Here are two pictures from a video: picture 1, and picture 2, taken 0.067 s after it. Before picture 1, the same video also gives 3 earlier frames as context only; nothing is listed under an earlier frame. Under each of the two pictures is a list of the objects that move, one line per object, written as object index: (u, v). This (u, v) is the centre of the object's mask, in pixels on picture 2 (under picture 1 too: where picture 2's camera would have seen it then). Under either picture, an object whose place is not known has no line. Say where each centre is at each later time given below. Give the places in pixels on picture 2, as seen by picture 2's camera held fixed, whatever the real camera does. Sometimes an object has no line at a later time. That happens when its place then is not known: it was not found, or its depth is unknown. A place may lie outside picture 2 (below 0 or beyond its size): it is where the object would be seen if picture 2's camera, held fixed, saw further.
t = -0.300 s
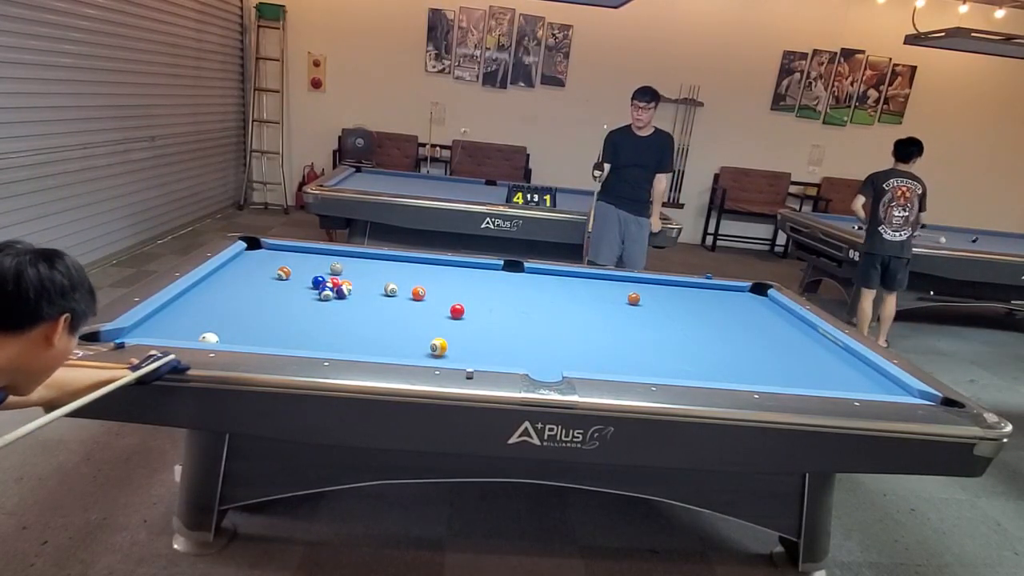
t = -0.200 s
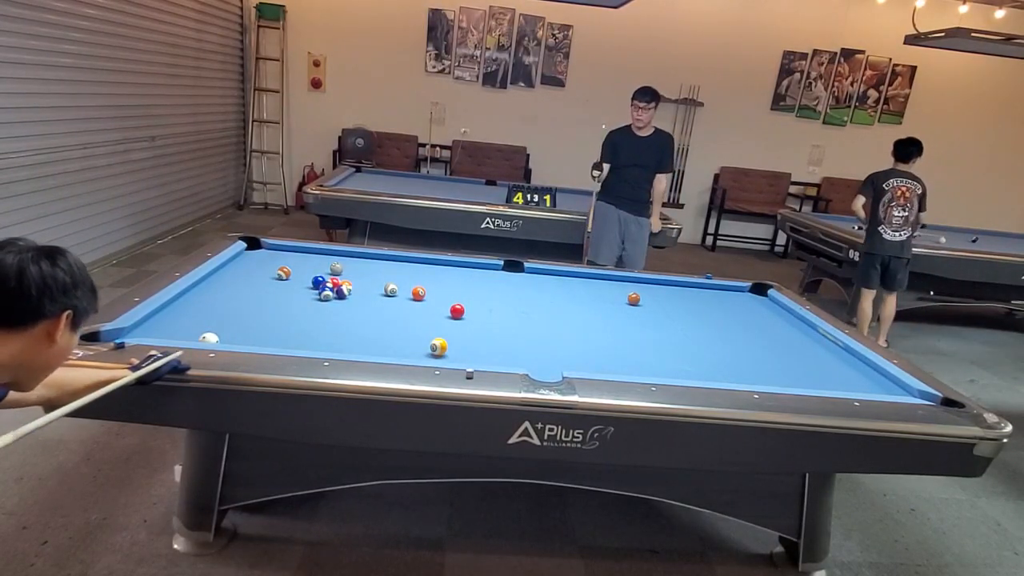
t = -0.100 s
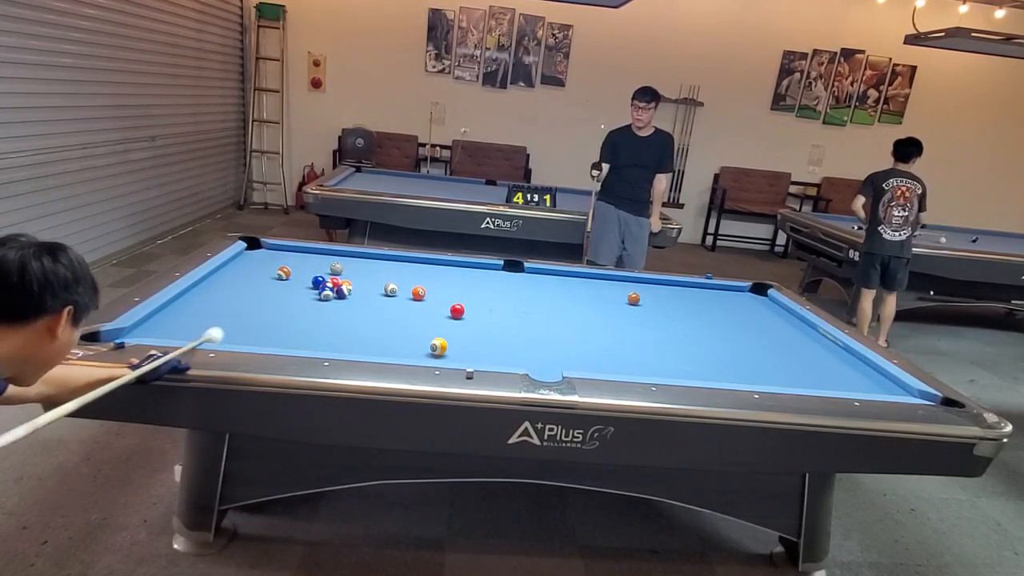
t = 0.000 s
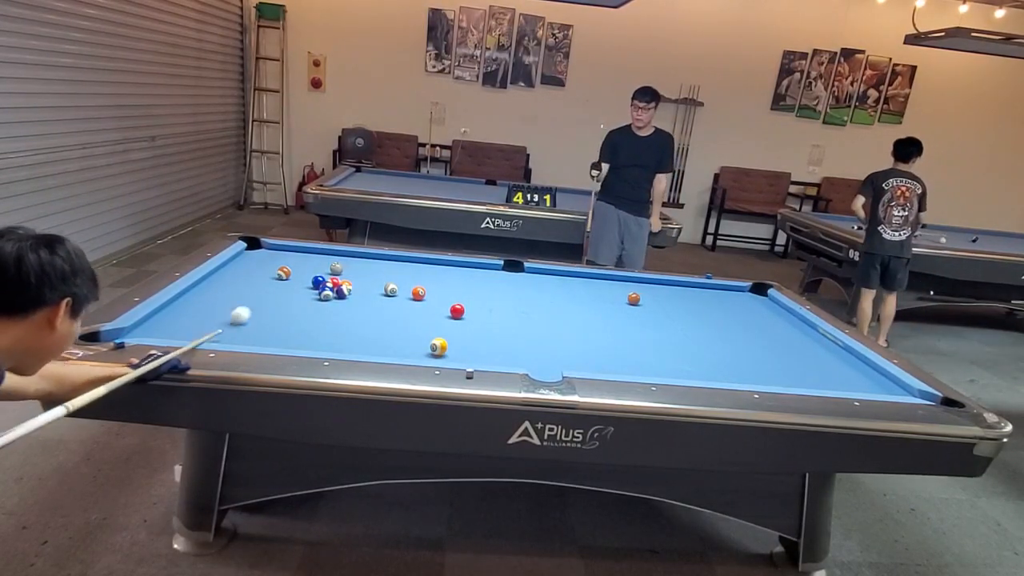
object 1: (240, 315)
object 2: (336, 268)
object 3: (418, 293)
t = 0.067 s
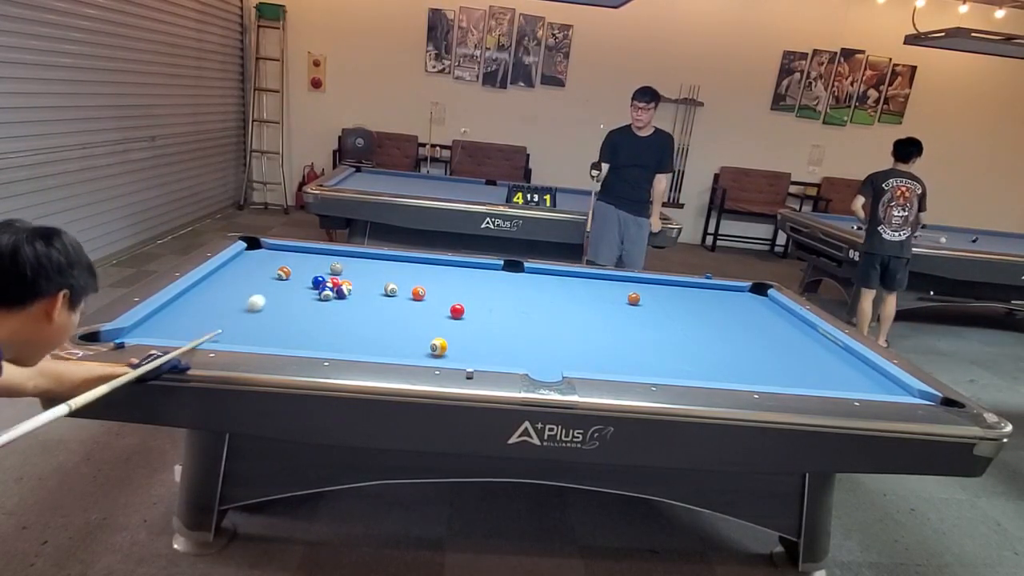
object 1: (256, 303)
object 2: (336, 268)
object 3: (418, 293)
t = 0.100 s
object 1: (263, 297)
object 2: (336, 268)
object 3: (418, 293)
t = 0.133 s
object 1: (269, 292)
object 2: (336, 268)
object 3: (418, 293)
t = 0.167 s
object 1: (276, 286)
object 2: (336, 268)
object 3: (418, 293)
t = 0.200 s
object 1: (281, 281)
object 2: (336, 268)
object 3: (418, 293)
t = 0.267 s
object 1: (296, 276)
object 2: (336, 268)
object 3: (418, 293)
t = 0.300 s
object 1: (305, 275)
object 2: (336, 268)
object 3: (418, 293)
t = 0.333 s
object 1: (314, 272)
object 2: (336, 268)
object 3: (418, 293)
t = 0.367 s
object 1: (322, 271)
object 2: (336, 268)
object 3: (418, 293)
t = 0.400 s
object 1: (329, 270)
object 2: (338, 267)
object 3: (418, 293)
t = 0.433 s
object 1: (332, 270)
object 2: (342, 266)
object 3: (418, 293)
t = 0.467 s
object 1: (334, 270)
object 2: (346, 265)
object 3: (418, 292)
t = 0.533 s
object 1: (340, 271)
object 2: (353, 262)
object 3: (418, 293)
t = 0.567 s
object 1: (343, 271)
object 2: (356, 261)
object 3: (418, 293)
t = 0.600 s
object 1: (347, 271)
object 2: (359, 260)
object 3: (418, 293)
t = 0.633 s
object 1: (350, 271)
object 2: (362, 259)
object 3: (418, 293)
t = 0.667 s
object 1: (353, 271)
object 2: (365, 258)
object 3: (418, 293)
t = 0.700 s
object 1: (356, 271)
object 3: (418, 293)
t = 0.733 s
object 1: (359, 271)
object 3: (418, 293)
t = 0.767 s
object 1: (362, 271)
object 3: (418, 293)
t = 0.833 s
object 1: (368, 271)
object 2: (373, 258)
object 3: (418, 293)
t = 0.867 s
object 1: (371, 271)
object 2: (374, 258)
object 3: (418, 293)
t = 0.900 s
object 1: (374, 271)
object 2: (375, 258)
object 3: (418, 293)
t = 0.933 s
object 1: (377, 270)
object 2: (376, 259)
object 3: (418, 293)
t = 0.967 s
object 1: (380, 271)
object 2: (377, 259)
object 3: (418, 293)
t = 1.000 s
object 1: (383, 270)
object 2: (377, 260)
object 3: (418, 293)
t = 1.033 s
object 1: (385, 270)
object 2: (378, 261)
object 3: (418, 293)
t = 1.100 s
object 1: (391, 270)
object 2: (379, 263)
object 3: (418, 293)
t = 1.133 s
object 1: (393, 270)
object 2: (380, 264)
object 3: (418, 293)
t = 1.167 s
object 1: (396, 270)
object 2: (381, 265)
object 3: (418, 293)
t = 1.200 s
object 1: (399, 270)
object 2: (381, 265)
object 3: (418, 293)
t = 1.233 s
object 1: (401, 270)
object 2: (382, 267)
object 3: (418, 293)
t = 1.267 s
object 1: (404, 270)
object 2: (383, 267)
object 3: (418, 293)
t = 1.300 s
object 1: (406, 270)
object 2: (384, 268)
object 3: (418, 293)
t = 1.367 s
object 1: (412, 270)
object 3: (418, 293)
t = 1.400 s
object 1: (414, 270)
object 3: (418, 293)
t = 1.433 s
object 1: (417, 270)
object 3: (418, 293)
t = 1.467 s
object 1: (419, 269)
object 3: (418, 293)
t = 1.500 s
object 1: (421, 270)
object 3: (418, 293)
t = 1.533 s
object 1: (424, 270)
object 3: (418, 293)
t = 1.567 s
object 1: (426, 270)
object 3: (418, 293)
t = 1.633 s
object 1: (431, 269)
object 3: (418, 293)
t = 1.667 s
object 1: (433, 269)
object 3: (418, 293)
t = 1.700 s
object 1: (435, 269)
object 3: (418, 293)
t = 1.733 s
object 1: (438, 269)
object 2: (394, 277)
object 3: (418, 293)
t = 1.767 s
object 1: (440, 269)
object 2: (395, 277)
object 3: (418, 293)
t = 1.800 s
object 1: (442, 269)
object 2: (396, 278)
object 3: (418, 293)
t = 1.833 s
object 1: (444, 269)
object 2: (397, 278)
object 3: (418, 293)
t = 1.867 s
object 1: (446, 269)
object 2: (397, 279)
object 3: (418, 293)
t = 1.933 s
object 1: (450, 269)
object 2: (399, 281)
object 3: (418, 293)
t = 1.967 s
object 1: (452, 269)
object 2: (400, 282)
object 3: (418, 293)
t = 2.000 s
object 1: (454, 269)
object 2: (401, 283)
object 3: (418, 293)
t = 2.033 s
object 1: (456, 269)
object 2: (401, 284)
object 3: (418, 293)
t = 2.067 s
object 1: (458, 268)
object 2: (402, 284)
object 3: (418, 293)
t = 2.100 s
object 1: (460, 268)
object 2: (403, 285)
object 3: (418, 293)
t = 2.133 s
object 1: (462, 268)
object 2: (403, 286)
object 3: (418, 293)
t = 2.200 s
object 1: (466, 268)
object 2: (404, 288)
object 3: (418, 293)
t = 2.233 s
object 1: (467, 268)
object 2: (405, 289)
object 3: (418, 293)
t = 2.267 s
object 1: (469, 268)
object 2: (405, 290)
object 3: (418, 293)
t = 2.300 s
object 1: (471, 268)
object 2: (405, 290)
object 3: (418, 293)
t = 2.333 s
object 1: (473, 268)
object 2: (405, 290)
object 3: (420, 293)
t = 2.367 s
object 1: (474, 268)
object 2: (405, 291)
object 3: (421, 294)
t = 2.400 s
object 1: (477, 268)
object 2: (404, 292)
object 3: (421, 294)
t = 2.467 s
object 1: (480, 268)
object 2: (404, 293)
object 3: (423, 294)
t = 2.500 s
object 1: (482, 268)
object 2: (403, 293)
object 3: (424, 294)
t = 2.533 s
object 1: (483, 268)
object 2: (403, 294)
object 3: (425, 295)
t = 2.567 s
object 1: (485, 268)
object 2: (403, 294)
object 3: (426, 295)
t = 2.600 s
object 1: (487, 268)
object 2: (403, 294)
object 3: (427, 295)
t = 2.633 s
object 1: (488, 268)
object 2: (403, 295)
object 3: (427, 295)
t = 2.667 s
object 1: (490, 268)
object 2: (402, 295)
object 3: (428, 295)
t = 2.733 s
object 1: (493, 268)
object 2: (401, 295)
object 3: (430, 296)
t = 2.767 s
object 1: (494, 268)
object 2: (401, 296)
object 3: (431, 297)
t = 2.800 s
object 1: (496, 268)
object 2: (401, 296)
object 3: (431, 296)
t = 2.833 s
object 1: (498, 267)
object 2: (400, 296)
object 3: (432, 297)
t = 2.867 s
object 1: (499, 267)
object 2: (400, 297)
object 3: (432, 297)
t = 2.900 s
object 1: (500, 267)
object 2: (400, 297)
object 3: (433, 297)
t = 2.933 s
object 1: (501, 267)
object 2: (400, 297)
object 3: (434, 297)
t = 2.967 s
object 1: (502, 268)
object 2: (399, 298)
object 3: (434, 297)
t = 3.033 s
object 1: (505, 268)
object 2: (399, 298)
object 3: (435, 298)
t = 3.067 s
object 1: (506, 268)
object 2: (398, 299)
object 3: (436, 298)
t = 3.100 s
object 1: (507, 268)
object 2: (398, 300)
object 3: (436, 298)
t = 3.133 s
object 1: (508, 269)
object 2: (398, 299)
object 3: (437, 298)
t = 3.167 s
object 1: (509, 269)
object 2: (398, 300)
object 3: (437, 298)
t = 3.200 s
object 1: (510, 269)
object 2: (397, 300)
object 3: (438, 299)
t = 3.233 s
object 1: (511, 269)
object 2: (397, 300)
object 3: (438, 299)
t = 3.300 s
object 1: (513, 269)
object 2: (397, 300)
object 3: (439, 299)
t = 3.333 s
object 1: (514, 269)
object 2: (396, 301)
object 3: (440, 299)
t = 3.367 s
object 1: (515, 269)
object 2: (396, 301)
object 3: (440, 299)
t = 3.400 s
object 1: (516, 270)
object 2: (396, 302)
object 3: (440, 299)
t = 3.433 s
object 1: (517, 270)
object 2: (396, 302)
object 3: (441, 299)
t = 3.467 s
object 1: (518, 270)
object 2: (396, 302)
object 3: (441, 299)
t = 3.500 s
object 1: (518, 270)
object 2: (395, 302)
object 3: (441, 299)
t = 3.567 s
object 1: (520, 270)
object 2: (395, 303)
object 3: (442, 300)
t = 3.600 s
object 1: (521, 270)
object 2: (395, 303)
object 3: (442, 300)
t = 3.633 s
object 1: (522, 271)
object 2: (395, 303)
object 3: (442, 300)
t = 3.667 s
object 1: (522, 271)
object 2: (394, 304)
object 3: (443, 300)
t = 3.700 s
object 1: (523, 271)
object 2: (394, 304)
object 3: (443, 300)
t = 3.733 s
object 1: (524, 271)
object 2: (394, 304)
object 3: (443, 300)
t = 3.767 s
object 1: (525, 271)
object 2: (394, 304)
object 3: (443, 300)
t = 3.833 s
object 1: (526, 271)
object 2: (394, 305)
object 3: (443, 301)
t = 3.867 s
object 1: (527, 271)
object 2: (394, 305)
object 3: (443, 300)
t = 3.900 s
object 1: (527, 271)
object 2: (393, 306)
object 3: (444, 300)
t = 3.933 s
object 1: (528, 271)
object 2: (393, 305)
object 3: (444, 300)
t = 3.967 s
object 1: (529, 271)
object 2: (393, 305)
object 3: (444, 301)
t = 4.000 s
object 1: (529, 271)
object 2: (393, 306)
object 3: (444, 301)
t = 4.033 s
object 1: (530, 271)
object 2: (393, 306)
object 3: (444, 301)
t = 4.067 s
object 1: (531, 271)
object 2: (393, 306)
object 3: (444, 301)
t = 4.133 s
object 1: (532, 272)
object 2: (393, 306)
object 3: (444, 301)
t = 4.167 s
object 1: (532, 272)
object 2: (393, 306)
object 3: (444, 301)
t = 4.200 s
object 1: (533, 272)
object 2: (393, 306)
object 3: (444, 301)
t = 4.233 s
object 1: (533, 272)
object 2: (393, 307)
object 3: (444, 301)
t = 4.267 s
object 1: (534, 272)
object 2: (393, 307)
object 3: (444, 301)
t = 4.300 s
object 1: (534, 272)
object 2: (393, 307)
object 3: (444, 301)
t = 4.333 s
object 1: (535, 272)
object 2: (393, 307)
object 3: (444, 301)
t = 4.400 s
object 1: (536, 272)
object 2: (393, 307)
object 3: (444, 301)
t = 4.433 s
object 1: (536, 272)
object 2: (393, 307)
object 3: (444, 301)
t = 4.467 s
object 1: (536, 272)
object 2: (393, 307)
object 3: (444, 301)
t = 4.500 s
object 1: (537, 272)
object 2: (393, 308)
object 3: (444, 301)
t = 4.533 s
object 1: (537, 272)
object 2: (393, 308)
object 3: (444, 301)
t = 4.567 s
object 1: (538, 272)
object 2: (393, 308)
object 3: (444, 301)
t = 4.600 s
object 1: (538, 272)
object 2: (393, 308)
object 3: (444, 301)
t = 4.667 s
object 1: (539, 272)
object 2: (394, 309)
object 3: (444, 301)
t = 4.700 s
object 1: (539, 273)
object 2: (394, 308)
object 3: (444, 301)
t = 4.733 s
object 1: (539, 273)
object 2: (394, 308)
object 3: (444, 301)
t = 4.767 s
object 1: (539, 273)
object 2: (394, 308)
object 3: (444, 301)
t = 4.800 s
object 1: (539, 273)
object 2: (394, 308)
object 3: (444, 301)
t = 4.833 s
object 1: (540, 273)
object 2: (394, 308)
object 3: (444, 301)
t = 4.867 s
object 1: (540, 273)
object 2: (394, 308)
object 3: (444, 301)
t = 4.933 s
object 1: (540, 273)
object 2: (394, 308)
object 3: (444, 301)
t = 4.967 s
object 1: (540, 273)
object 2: (394, 308)
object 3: (444, 301)
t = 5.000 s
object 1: (541, 273)
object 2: (394, 308)
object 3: (444, 301)
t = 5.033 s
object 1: (541, 273)
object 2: (394, 308)
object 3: (444, 301)
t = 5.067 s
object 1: (541, 273)
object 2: (394, 308)
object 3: (444, 301)
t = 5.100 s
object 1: (541, 273)
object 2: (394, 308)
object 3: (444, 301)
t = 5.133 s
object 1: (541, 273)
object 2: (394, 308)
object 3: (444, 301)
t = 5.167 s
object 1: (542, 273)
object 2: (394, 308)
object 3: (444, 301)
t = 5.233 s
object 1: (542, 273)
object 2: (394, 308)
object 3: (444, 301)
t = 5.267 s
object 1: (542, 273)
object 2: (394, 308)
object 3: (444, 301)
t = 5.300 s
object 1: (542, 273)
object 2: (394, 308)
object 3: (444, 301)
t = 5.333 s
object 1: (542, 273)
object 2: (394, 308)
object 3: (444, 301)
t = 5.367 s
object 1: (542, 273)
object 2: (394, 308)
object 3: (444, 301)
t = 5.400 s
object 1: (542, 273)
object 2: (394, 308)
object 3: (444, 301)
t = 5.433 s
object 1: (542, 273)
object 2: (394, 308)
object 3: (444, 301)
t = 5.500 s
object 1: (542, 273)
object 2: (394, 308)
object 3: (444, 301)
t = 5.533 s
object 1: (542, 273)
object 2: (394, 308)
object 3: (444, 301)
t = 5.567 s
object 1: (542, 273)
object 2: (394, 308)
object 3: (444, 301)
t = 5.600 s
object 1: (542, 273)
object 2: (394, 308)
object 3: (444, 301)
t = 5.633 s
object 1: (542, 273)
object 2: (394, 308)
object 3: (444, 301)
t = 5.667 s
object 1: (542, 272)
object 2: (394, 308)
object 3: (444, 301)
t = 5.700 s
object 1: (542, 273)
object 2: (394, 308)
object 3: (444, 301)
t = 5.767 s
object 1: (542, 273)
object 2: (394, 308)
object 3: (444, 301)
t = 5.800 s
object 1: (542, 273)
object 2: (394, 308)
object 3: (444, 301)
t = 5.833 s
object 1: (542, 272)
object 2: (394, 308)
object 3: (444, 301)
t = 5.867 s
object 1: (542, 272)
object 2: (394, 308)
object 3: (444, 301)
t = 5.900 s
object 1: (542, 272)
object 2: (394, 308)
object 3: (444, 301)
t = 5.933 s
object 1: (542, 273)
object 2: (394, 308)
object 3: (444, 301)
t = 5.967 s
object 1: (542, 273)
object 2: (394, 309)
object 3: (444, 301)
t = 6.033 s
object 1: (542, 273)
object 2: (394, 308)
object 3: (444, 301)
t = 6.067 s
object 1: (542, 273)
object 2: (394, 309)
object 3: (444, 301)
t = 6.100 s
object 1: (542, 273)
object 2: (394, 309)
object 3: (444, 301)
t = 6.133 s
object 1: (542, 272)
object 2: (394, 309)
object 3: (444, 301)
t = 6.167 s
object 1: (542, 273)
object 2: (394, 309)
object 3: (444, 301)
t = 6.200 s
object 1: (542, 273)
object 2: (394, 309)
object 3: (444, 301)
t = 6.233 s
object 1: (542, 272)
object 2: (394, 309)
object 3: (444, 301)
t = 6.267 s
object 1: (542, 273)
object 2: (394, 309)
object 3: (444, 301)
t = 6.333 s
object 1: (542, 273)
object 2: (394, 308)
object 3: (444, 301)
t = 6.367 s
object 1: (542, 273)
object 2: (394, 309)
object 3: (444, 301)
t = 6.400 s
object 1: (542, 273)
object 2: (394, 309)
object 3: (444, 301)
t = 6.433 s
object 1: (542, 273)
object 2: (394, 309)
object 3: (444, 301)
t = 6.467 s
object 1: (542, 273)
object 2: (394, 309)
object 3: (444, 301)
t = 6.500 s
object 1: (542, 273)
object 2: (394, 309)
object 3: (444, 301)
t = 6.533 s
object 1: (542, 273)
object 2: (394, 309)
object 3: (444, 301)
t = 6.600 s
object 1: (542, 273)
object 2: (394, 309)
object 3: (444, 301)
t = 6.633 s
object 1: (542, 272)
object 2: (394, 309)
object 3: (444, 301)
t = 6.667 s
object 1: (542, 273)
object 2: (394, 309)
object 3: (444, 301)
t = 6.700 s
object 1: (542, 272)
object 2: (394, 309)
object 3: (444, 301)
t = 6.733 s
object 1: (542, 272)
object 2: (394, 309)
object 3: (444, 301)
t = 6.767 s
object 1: (542, 273)
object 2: (394, 309)
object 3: (444, 301)
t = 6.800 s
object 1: (542, 272)
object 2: (394, 309)
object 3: (444, 301)
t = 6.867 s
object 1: (542, 273)
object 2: (394, 309)
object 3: (444, 301)
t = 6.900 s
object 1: (542, 272)
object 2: (394, 309)
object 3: (444, 301)
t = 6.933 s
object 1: (542, 272)
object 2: (394, 309)
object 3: (444, 301)
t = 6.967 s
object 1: (542, 273)
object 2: (394, 309)
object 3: (444, 301)
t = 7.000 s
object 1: (542, 272)
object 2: (394, 309)
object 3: (444, 301)
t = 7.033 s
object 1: (542, 272)
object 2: (394, 309)
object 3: (444, 301)
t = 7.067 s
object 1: (542, 272)
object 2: (394, 309)
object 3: (444, 301)
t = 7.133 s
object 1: (542, 273)
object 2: (394, 309)
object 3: (444, 301)
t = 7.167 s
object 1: (542, 273)
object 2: (394, 309)
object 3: (444, 301)
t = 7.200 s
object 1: (542, 272)
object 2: (394, 309)
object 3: (444, 301)
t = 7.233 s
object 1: (542, 273)
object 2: (394, 309)
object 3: (444, 301)
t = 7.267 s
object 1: (542, 273)
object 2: (394, 309)
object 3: (444, 301)
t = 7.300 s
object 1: (542, 273)
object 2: (394, 309)
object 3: (444, 301)
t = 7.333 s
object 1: (542, 273)
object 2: (394, 309)
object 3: (444, 301)
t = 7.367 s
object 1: (542, 272)
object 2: (394, 309)
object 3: (444, 301)
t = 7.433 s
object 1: (542, 273)
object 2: (394, 309)
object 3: (444, 301)
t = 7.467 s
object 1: (542, 272)
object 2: (394, 309)
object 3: (444, 301)
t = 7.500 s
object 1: (542, 272)
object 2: (394, 309)
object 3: (444, 301)
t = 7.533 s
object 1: (542, 273)
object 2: (394, 309)
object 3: (444, 301)
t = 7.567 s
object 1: (542, 273)
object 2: (394, 309)
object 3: (444, 301)
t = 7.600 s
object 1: (542, 273)
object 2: (394, 309)
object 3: (444, 301)
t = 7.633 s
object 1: (542, 273)
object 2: (394, 309)
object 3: (444, 301)
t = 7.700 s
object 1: (542, 272)
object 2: (394, 309)
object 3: (444, 301)
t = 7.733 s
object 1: (542, 272)
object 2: (394, 309)
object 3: (444, 301)
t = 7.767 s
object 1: (542, 273)
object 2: (394, 309)
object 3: (444, 301)
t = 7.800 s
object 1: (542, 272)
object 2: (394, 309)
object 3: (444, 301)
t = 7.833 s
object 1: (542, 273)
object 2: (394, 309)
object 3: (444, 301)
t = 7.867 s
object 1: (542, 273)
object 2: (394, 309)
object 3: (444, 301)
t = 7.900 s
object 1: (542, 273)
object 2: (394, 309)
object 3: (444, 301)
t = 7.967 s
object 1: (542, 272)
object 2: (394, 309)
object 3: (444, 301)
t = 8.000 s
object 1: (542, 272)
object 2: (394, 309)
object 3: (444, 301)
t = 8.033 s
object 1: (542, 272)
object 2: (394, 309)
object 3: (444, 301)
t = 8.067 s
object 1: (542, 272)
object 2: (394, 309)
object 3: (444, 301)
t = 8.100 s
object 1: (542, 273)
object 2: (394, 309)
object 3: (444, 301)
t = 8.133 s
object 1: (542, 273)
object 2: (394, 309)
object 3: (444, 301)
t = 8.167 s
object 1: (542, 272)
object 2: (394, 309)
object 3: (444, 301)
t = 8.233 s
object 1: (542, 272)
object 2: (394, 309)
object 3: (444, 301)
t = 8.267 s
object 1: (542, 272)
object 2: (394, 309)
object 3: (444, 301)
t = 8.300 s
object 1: (542, 272)
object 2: (394, 309)
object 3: (444, 301)
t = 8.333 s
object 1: (542, 273)
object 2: (394, 309)
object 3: (444, 301)
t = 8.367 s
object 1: (542, 273)
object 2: (394, 309)
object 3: (444, 301)
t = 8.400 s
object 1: (542, 273)
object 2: (394, 309)
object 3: (444, 301)
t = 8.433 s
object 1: (542, 273)
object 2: (394, 309)
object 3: (444, 301)
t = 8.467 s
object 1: (542, 272)
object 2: (394, 309)
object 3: (444, 301)
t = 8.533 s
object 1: (542, 272)
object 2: (394, 309)
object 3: (444, 301)
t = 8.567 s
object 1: (542, 272)
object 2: (394, 309)
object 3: (444, 301)
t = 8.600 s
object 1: (542, 273)
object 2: (394, 309)
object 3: (444, 301)
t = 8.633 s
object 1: (542, 273)
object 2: (394, 309)
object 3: (444, 301)
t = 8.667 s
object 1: (542, 273)
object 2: (394, 309)
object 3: (444, 301)
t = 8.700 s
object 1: (542, 273)
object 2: (394, 309)
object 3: (444, 301)
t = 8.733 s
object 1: (542, 272)
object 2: (394, 309)
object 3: (444, 301)
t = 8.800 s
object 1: (542, 272)
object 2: (394, 309)
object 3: (444, 301)
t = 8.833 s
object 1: (542, 272)
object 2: (394, 309)
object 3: (444, 301)
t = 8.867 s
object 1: (542, 272)
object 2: (394, 309)
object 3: (444, 301)
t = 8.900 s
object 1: (542, 272)
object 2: (394, 309)
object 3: (444, 301)
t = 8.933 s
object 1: (542, 273)
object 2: (394, 309)
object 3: (444, 301)
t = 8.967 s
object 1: (542, 272)
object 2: (394, 309)
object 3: (444, 301)
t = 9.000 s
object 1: (542, 272)
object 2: (394, 309)
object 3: (444, 301)
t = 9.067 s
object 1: (542, 272)
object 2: (394, 309)
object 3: (444, 301)
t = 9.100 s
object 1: (542, 272)
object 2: (394, 309)
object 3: (444, 301)
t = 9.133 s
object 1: (542, 272)
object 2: (394, 309)
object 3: (444, 301)
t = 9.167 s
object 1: (542, 272)
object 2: (394, 309)
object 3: (444, 301)
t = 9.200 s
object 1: (542, 272)
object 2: (394, 309)
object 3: (444, 301)
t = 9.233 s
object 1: (542, 272)
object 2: (394, 309)
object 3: (444, 301)
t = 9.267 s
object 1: (542, 272)
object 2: (394, 309)
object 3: (444, 301)
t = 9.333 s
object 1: (542, 272)
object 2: (394, 309)
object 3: (444, 301)
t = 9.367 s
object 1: (542, 272)
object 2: (394, 309)
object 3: (444, 301)
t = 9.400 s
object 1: (542, 272)
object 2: (394, 309)
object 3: (444, 301)
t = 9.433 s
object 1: (542, 273)
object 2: (394, 309)
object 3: (444, 301)
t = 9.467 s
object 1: (542, 272)
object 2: (394, 309)
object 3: (444, 301)
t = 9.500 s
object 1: (542, 272)
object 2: (394, 309)
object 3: (444, 301)
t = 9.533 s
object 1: (542, 272)
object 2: (394, 309)
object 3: (444, 301)
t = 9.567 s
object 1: (542, 272)
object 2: (394, 309)
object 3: (444, 301)
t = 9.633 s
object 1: (542, 272)
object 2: (394, 309)
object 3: (444, 301)
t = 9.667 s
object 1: (542, 273)
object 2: (394, 309)
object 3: (444, 301)
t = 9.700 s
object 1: (542, 273)
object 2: (394, 309)
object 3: (444, 301)
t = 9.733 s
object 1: (542, 272)
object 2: (394, 309)
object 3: (444, 301)
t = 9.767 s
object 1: (542, 272)
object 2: (394, 309)
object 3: (444, 301)
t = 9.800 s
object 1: (542, 273)
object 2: (394, 309)
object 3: (444, 301)
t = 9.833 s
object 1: (542, 273)
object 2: (394, 309)
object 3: (444, 301)
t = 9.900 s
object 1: (542, 273)
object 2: (394, 309)
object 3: (444, 301)
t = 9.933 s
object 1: (542, 273)
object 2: (394, 309)
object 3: (444, 301)
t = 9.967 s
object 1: (542, 273)
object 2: (394, 309)
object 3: (444, 301)
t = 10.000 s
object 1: (542, 273)
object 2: (394, 309)
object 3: (444, 301)
